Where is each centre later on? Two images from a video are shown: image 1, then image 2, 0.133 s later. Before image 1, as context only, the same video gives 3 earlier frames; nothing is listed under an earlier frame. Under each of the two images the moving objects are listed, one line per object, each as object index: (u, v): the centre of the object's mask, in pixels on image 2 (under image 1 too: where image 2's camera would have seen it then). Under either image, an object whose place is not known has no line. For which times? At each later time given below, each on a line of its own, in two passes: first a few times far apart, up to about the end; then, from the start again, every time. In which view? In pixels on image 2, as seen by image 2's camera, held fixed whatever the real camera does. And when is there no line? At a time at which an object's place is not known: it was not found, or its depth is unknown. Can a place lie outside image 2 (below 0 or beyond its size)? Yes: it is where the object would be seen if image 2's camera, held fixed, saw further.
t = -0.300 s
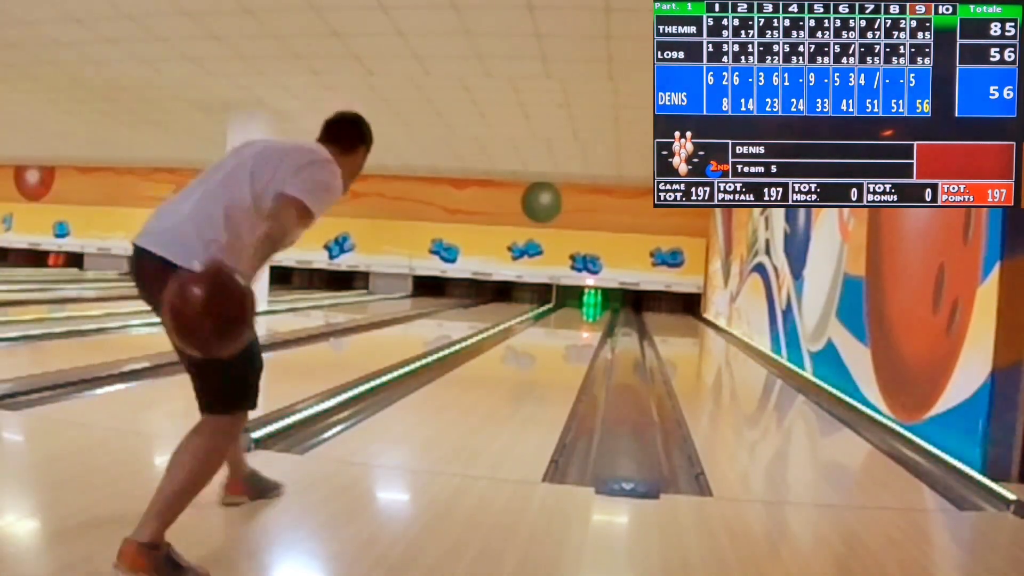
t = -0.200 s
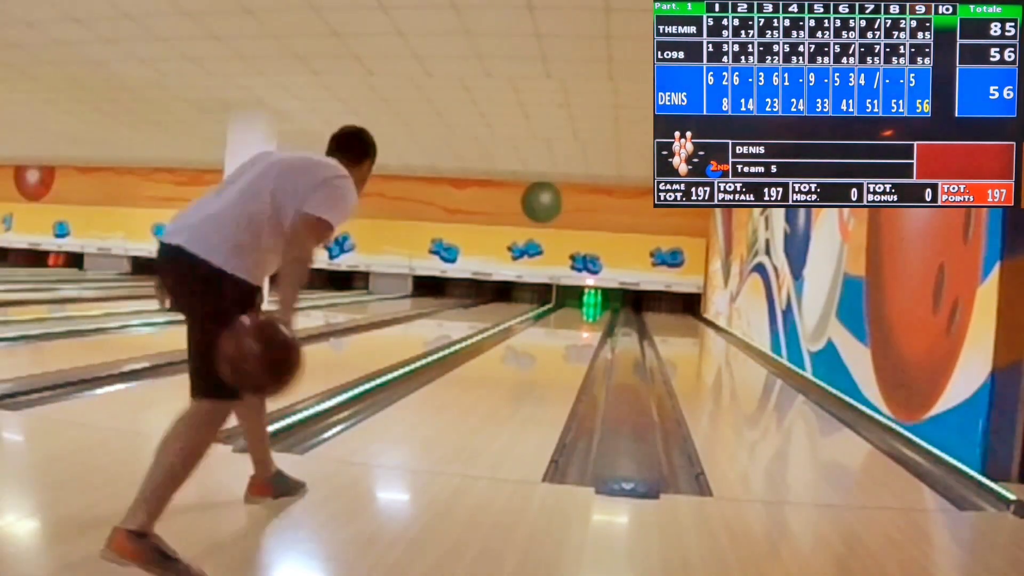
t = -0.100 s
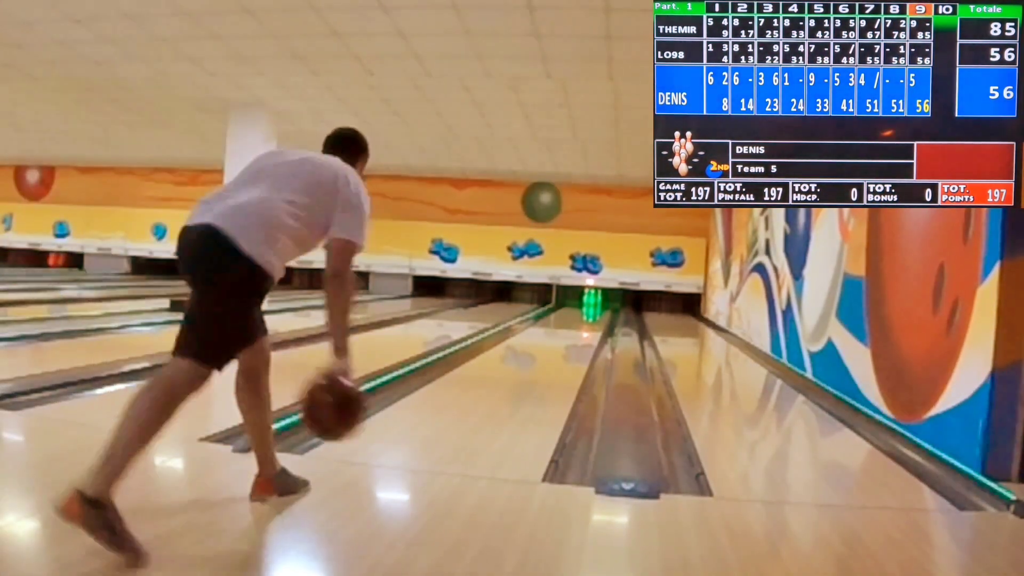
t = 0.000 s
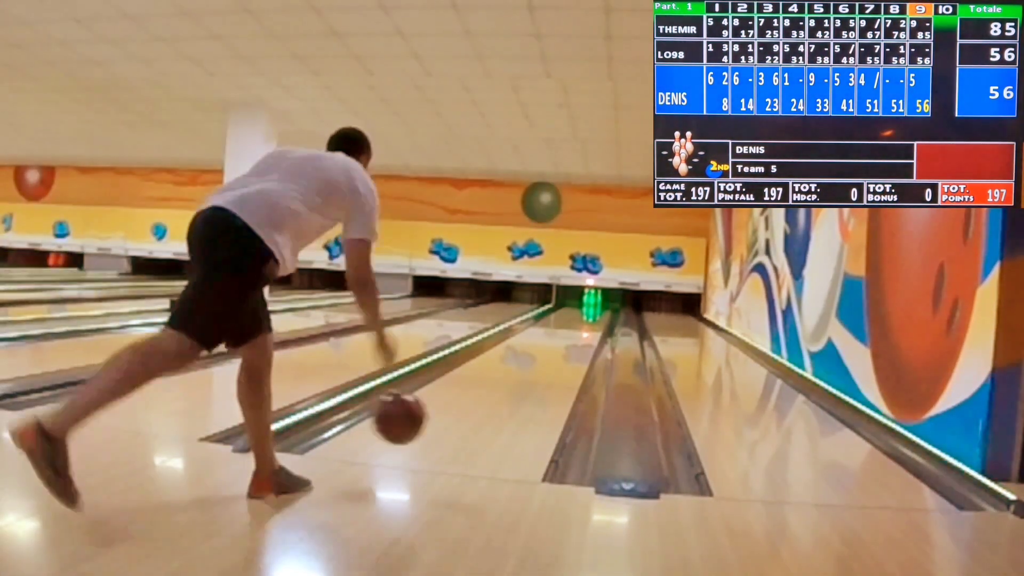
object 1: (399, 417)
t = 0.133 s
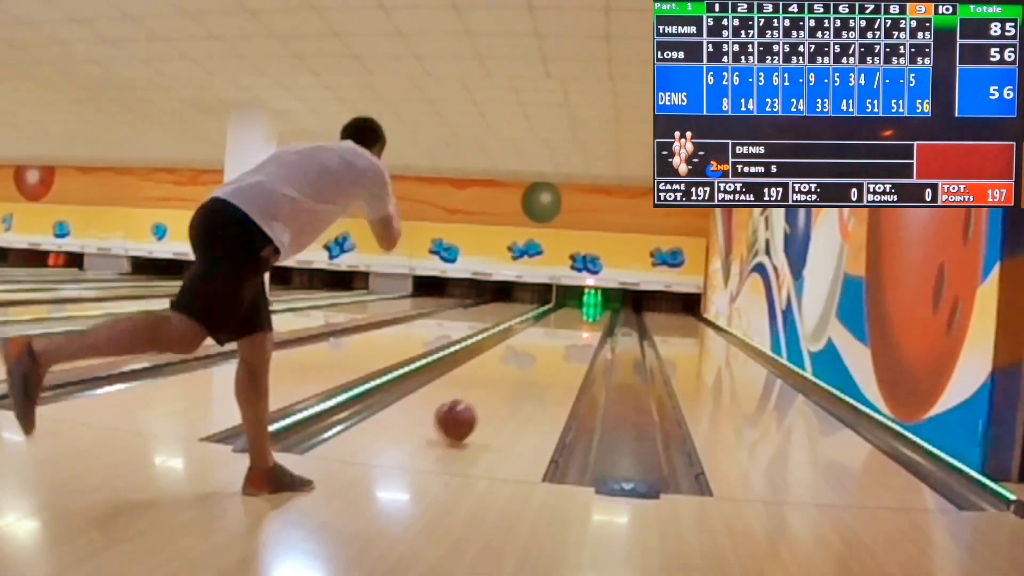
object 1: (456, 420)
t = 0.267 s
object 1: (493, 397)
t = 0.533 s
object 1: (538, 365)
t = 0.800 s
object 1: (564, 346)
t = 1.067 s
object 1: (581, 334)
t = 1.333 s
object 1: (592, 327)
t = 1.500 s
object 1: (598, 324)
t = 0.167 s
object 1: (466, 413)
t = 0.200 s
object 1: (476, 408)
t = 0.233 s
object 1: (484, 403)
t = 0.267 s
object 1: (493, 397)
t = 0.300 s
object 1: (500, 392)
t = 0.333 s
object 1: (507, 387)
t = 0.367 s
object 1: (513, 383)
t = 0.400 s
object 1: (519, 378)
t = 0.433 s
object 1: (524, 374)
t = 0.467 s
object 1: (529, 370)
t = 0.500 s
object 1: (534, 368)
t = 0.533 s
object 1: (538, 365)
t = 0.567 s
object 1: (543, 362)
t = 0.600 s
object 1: (546, 359)
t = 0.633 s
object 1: (550, 357)
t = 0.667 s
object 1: (553, 355)
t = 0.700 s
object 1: (556, 353)
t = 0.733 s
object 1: (559, 350)
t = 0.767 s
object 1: (561, 348)
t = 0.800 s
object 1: (564, 346)
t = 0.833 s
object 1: (566, 344)
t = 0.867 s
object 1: (569, 343)
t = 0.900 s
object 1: (571, 341)
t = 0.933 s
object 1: (573, 340)
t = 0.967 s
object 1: (575, 338)
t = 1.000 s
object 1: (577, 337)
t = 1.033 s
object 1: (579, 335)
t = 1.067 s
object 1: (581, 334)
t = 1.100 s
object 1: (582, 334)
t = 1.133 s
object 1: (584, 333)
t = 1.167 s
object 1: (586, 332)
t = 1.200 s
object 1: (587, 330)
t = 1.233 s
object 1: (588, 329)
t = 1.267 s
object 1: (589, 329)
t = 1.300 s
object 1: (591, 328)
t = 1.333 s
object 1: (592, 327)
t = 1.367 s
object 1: (593, 326)
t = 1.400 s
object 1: (594, 325)
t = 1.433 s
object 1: (596, 324)
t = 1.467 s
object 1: (597, 324)
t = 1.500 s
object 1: (598, 324)
